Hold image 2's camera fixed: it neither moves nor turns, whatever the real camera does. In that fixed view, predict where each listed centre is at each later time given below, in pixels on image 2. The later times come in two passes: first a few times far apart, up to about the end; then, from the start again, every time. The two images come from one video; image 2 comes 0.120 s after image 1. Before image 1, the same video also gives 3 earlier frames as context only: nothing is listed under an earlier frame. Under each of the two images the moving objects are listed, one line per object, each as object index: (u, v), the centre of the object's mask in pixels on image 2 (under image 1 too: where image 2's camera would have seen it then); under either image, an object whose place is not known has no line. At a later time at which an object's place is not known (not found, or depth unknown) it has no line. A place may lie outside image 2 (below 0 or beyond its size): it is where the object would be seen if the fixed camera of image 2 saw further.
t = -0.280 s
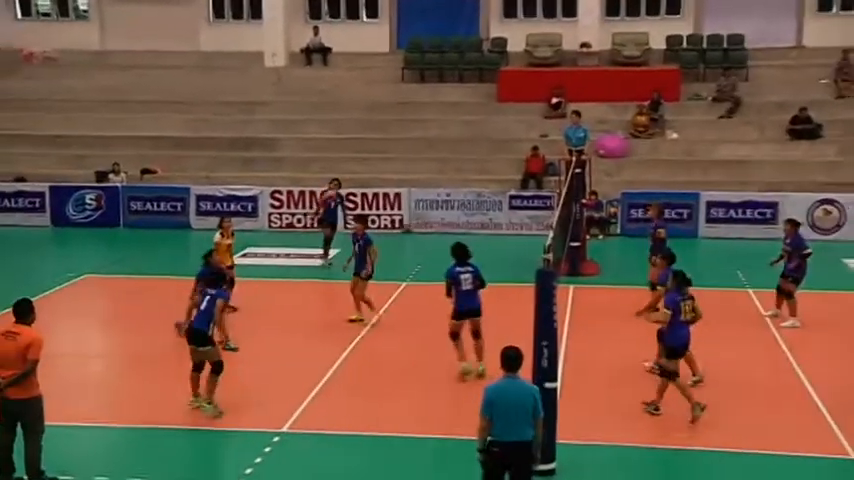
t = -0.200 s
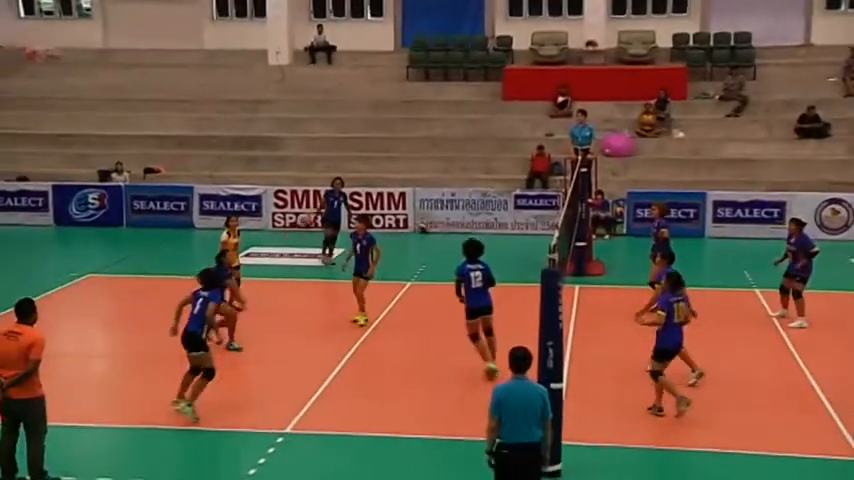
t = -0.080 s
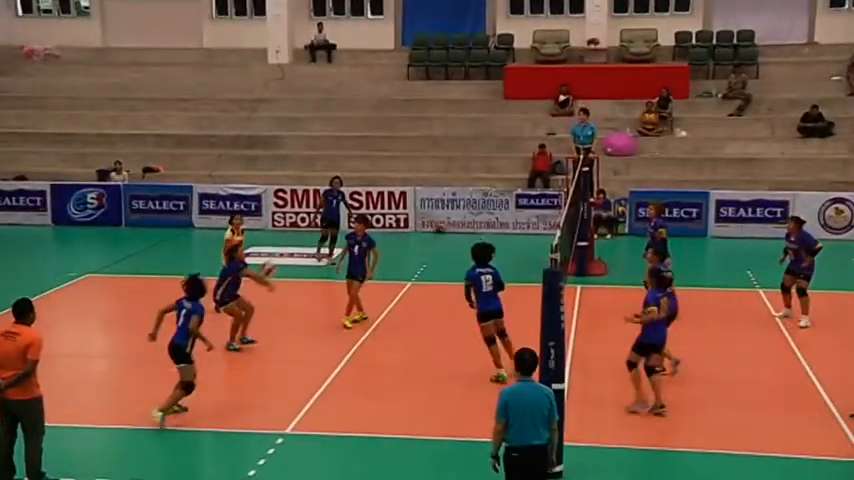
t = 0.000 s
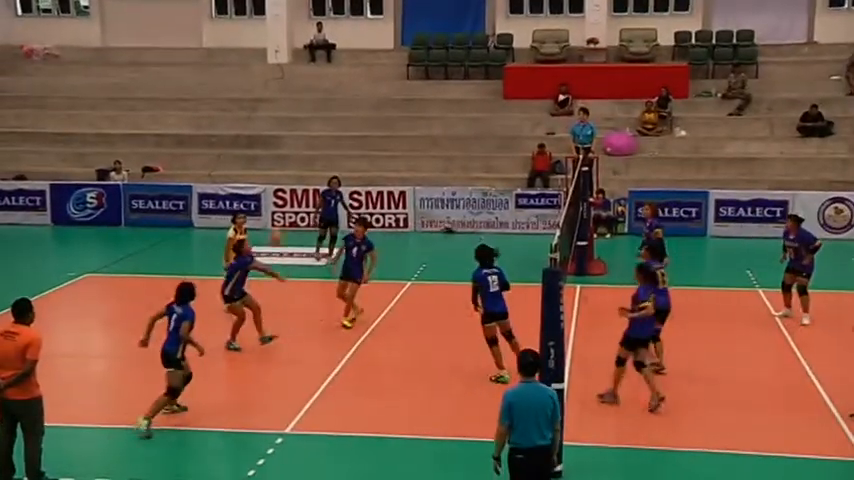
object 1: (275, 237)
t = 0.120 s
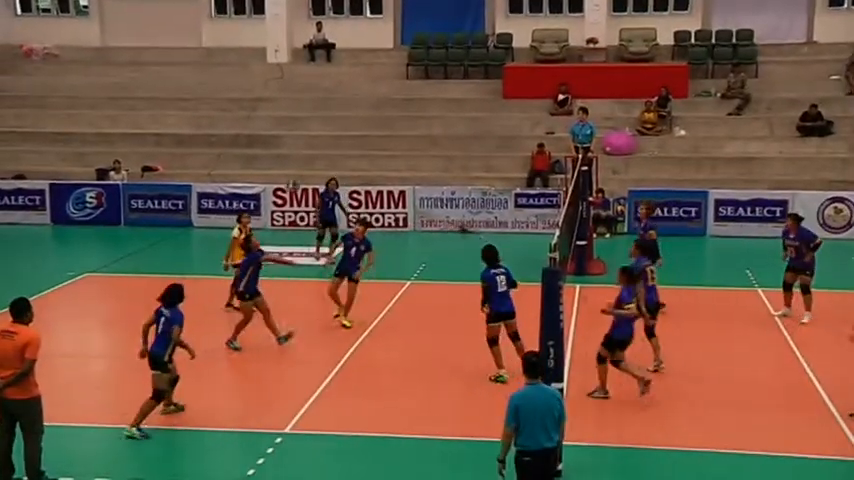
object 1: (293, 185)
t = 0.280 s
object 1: (317, 130)
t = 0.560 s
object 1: (361, 81)
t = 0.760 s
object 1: (391, 81)
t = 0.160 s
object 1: (301, 167)
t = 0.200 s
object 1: (306, 154)
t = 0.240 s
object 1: (311, 142)
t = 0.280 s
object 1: (317, 130)
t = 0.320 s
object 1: (327, 120)
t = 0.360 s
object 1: (330, 110)
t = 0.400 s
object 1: (337, 102)
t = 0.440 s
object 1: (342, 96)
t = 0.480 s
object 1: (349, 90)
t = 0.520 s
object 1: (354, 85)
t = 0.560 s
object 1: (361, 81)
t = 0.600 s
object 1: (368, 78)
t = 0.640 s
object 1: (373, 78)
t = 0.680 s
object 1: (380, 78)
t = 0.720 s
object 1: (386, 78)
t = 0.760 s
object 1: (391, 81)
